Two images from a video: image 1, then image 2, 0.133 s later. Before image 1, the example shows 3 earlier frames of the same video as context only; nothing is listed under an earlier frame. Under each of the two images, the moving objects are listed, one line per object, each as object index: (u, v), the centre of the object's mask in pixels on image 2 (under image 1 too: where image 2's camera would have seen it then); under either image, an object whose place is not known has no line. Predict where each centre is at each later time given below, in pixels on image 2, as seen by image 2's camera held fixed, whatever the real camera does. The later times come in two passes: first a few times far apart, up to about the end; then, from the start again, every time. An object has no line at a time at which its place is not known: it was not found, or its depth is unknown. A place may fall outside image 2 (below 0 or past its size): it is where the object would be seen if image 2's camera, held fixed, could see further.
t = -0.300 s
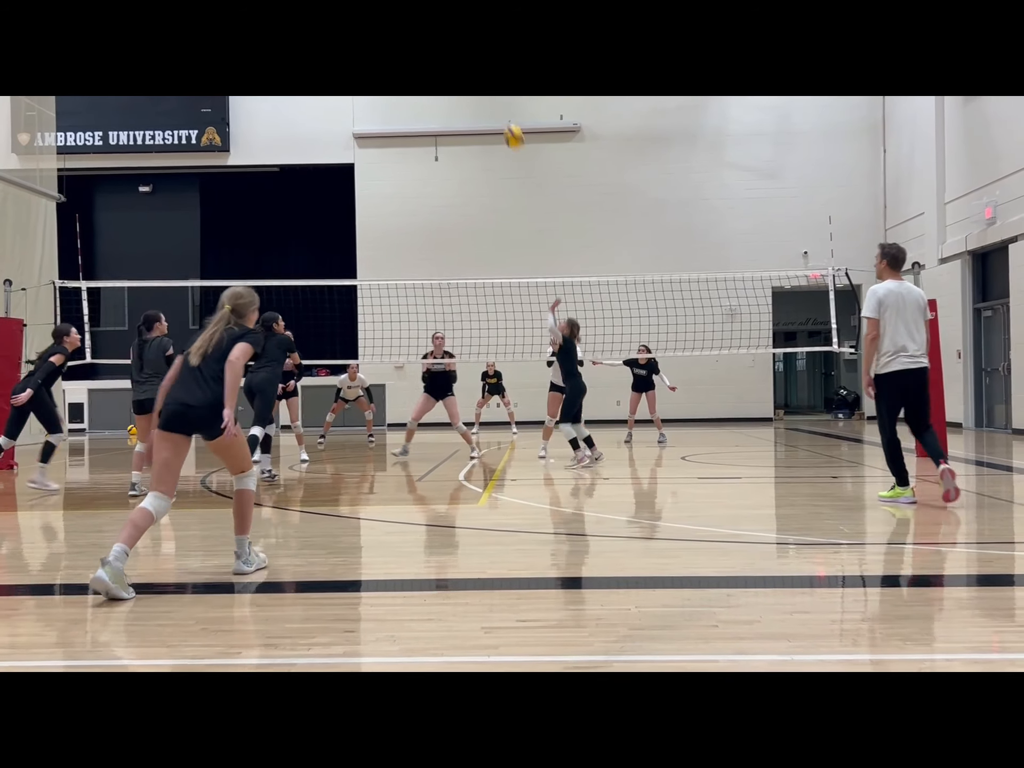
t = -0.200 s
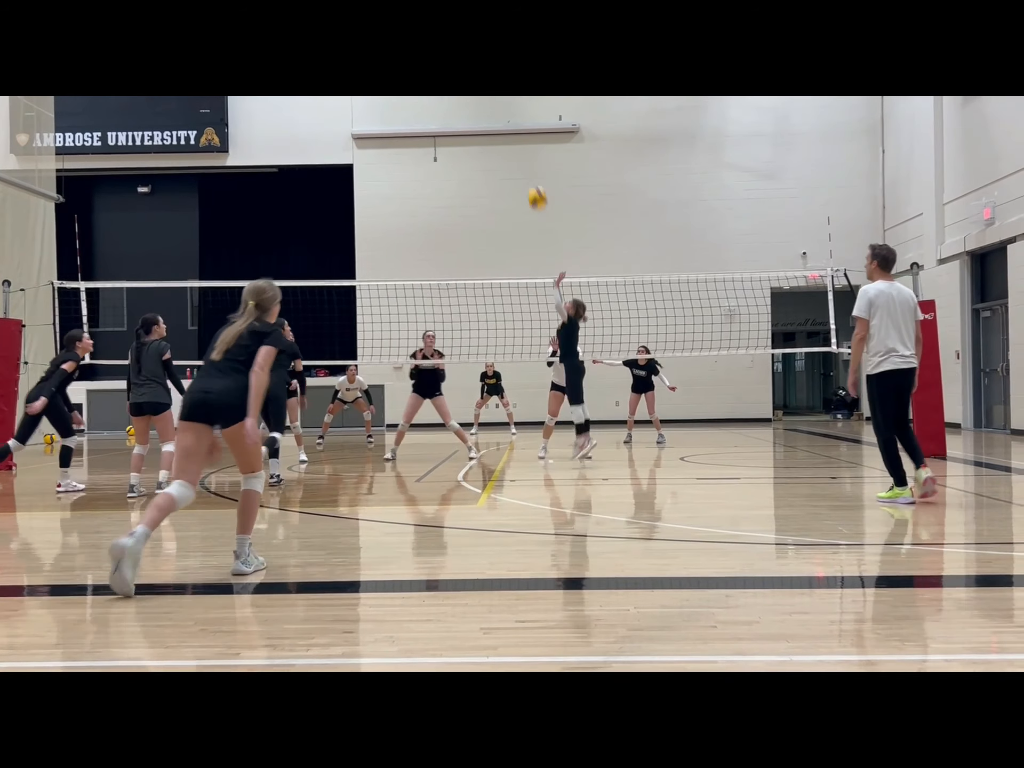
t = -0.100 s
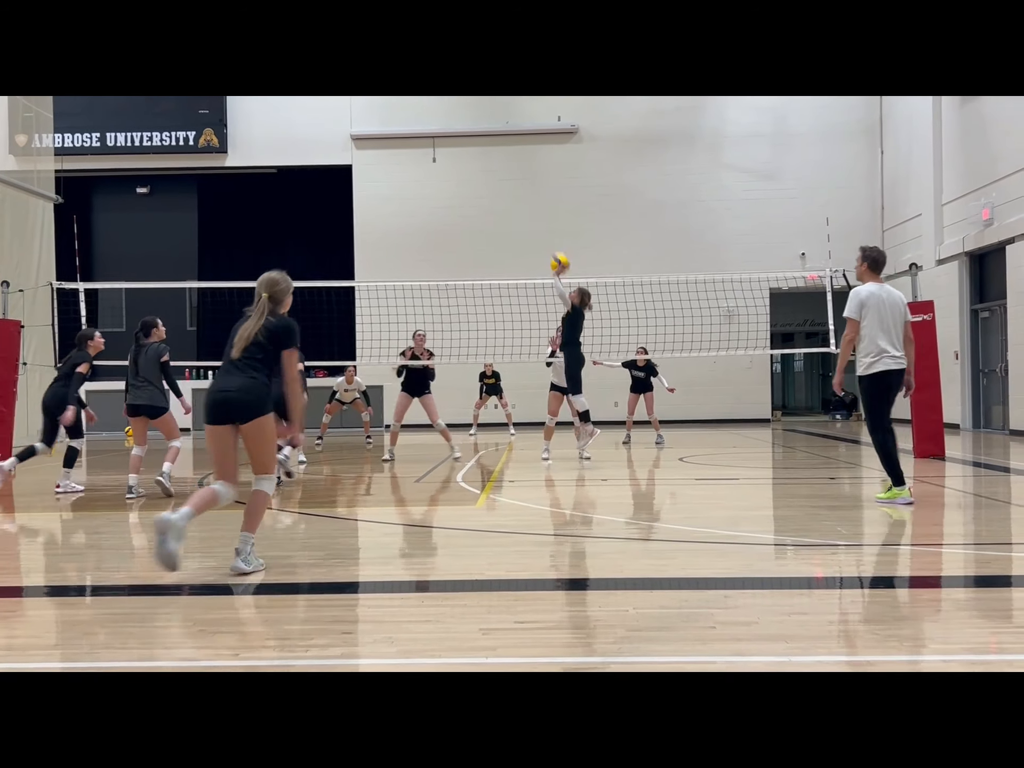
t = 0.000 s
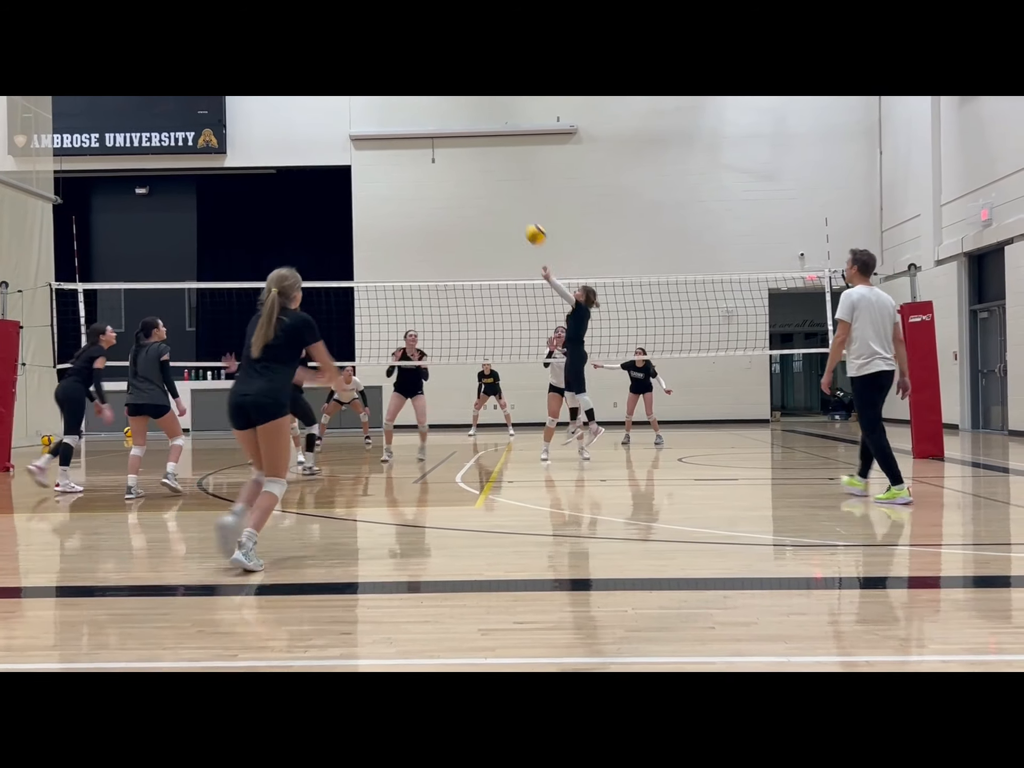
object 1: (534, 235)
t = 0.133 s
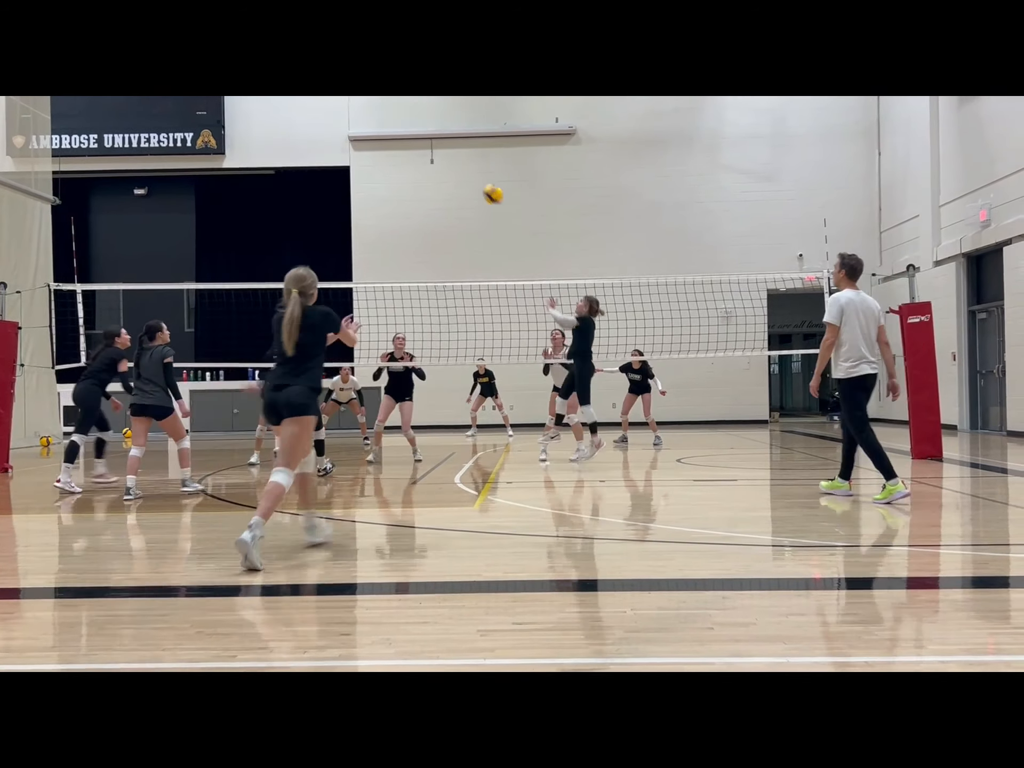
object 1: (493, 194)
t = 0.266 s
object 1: (453, 171)
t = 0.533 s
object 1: (377, 170)
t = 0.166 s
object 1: (483, 187)
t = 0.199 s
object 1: (473, 180)
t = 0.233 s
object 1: (463, 175)
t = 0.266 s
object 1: (453, 171)
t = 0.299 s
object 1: (443, 167)
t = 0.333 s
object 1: (433, 164)
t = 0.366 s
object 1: (424, 163)
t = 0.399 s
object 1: (414, 162)
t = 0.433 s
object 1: (405, 162)
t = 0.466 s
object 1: (395, 164)
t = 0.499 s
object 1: (386, 166)
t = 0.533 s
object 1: (377, 170)
